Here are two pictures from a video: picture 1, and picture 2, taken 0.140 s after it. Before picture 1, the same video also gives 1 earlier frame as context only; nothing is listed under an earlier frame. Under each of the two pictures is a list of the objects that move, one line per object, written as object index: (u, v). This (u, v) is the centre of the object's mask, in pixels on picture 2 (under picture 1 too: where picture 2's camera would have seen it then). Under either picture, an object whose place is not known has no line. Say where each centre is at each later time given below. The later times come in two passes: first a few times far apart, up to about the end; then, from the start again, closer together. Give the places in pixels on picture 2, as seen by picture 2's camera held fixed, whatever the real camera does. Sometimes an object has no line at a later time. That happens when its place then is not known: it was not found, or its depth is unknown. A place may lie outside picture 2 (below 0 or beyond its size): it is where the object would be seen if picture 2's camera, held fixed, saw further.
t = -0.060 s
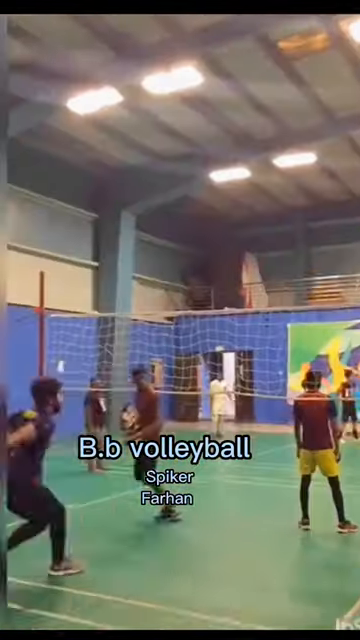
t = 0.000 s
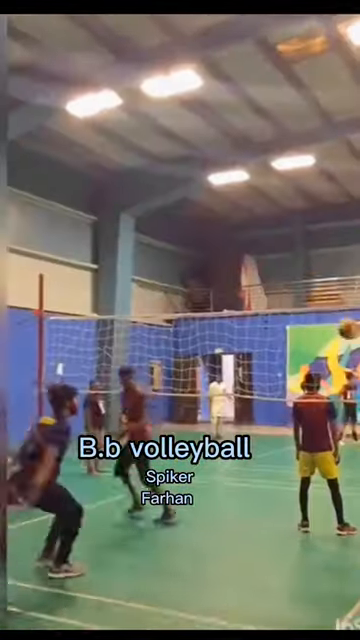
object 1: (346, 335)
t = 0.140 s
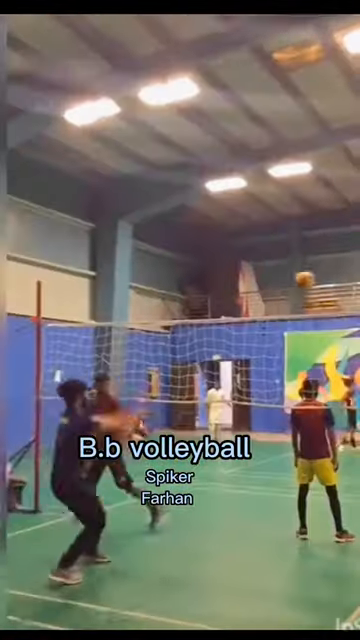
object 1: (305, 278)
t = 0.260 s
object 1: (272, 250)
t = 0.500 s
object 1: (208, 235)
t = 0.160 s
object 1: (299, 272)
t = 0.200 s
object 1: (286, 259)
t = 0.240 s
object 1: (276, 253)
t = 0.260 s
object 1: (272, 250)
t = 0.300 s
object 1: (258, 242)
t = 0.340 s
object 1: (249, 238)
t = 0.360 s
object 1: (244, 236)
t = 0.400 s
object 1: (232, 234)
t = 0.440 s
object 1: (223, 233)
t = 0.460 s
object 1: (219, 233)
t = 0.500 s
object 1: (208, 235)
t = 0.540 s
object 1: (200, 238)
